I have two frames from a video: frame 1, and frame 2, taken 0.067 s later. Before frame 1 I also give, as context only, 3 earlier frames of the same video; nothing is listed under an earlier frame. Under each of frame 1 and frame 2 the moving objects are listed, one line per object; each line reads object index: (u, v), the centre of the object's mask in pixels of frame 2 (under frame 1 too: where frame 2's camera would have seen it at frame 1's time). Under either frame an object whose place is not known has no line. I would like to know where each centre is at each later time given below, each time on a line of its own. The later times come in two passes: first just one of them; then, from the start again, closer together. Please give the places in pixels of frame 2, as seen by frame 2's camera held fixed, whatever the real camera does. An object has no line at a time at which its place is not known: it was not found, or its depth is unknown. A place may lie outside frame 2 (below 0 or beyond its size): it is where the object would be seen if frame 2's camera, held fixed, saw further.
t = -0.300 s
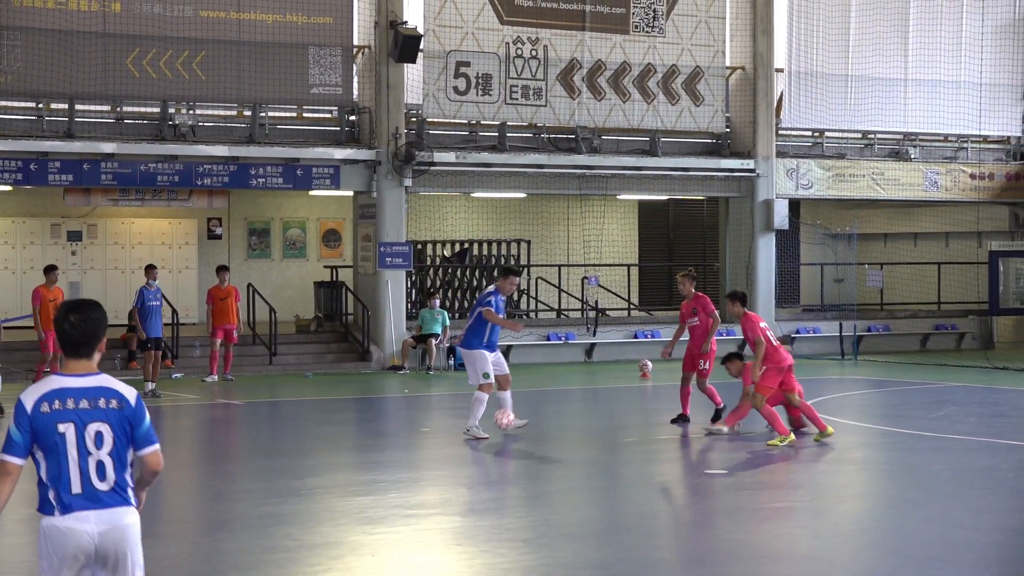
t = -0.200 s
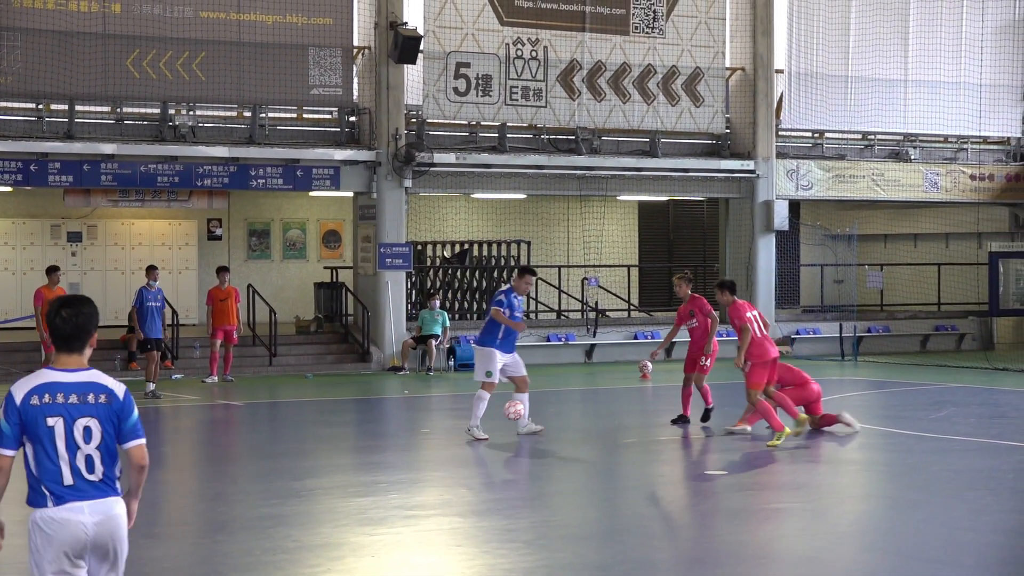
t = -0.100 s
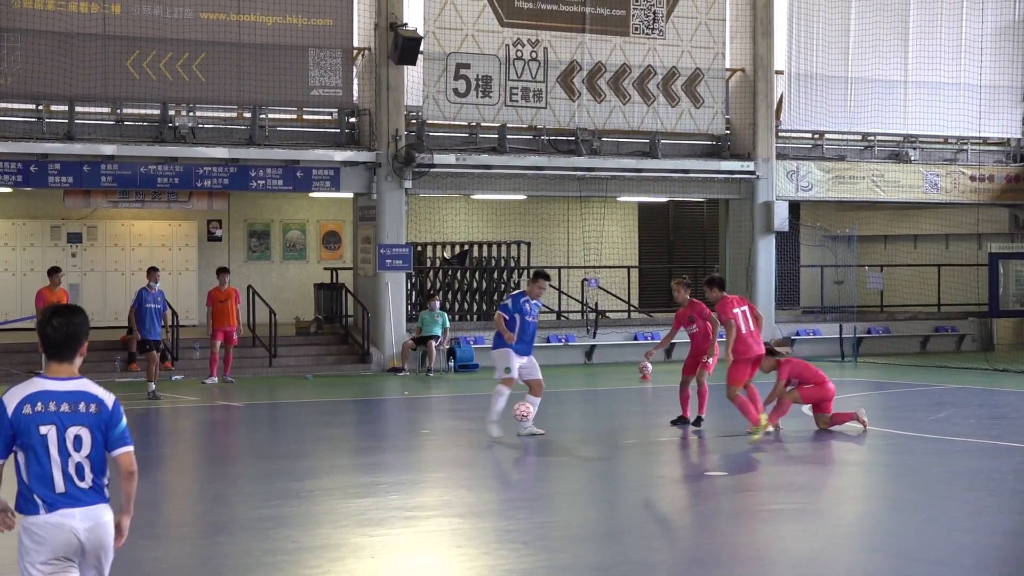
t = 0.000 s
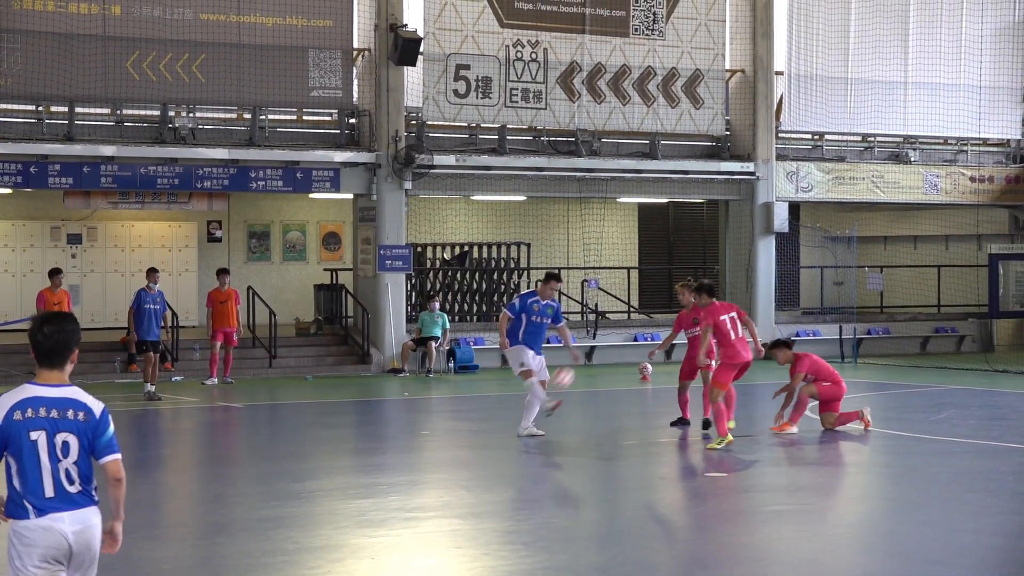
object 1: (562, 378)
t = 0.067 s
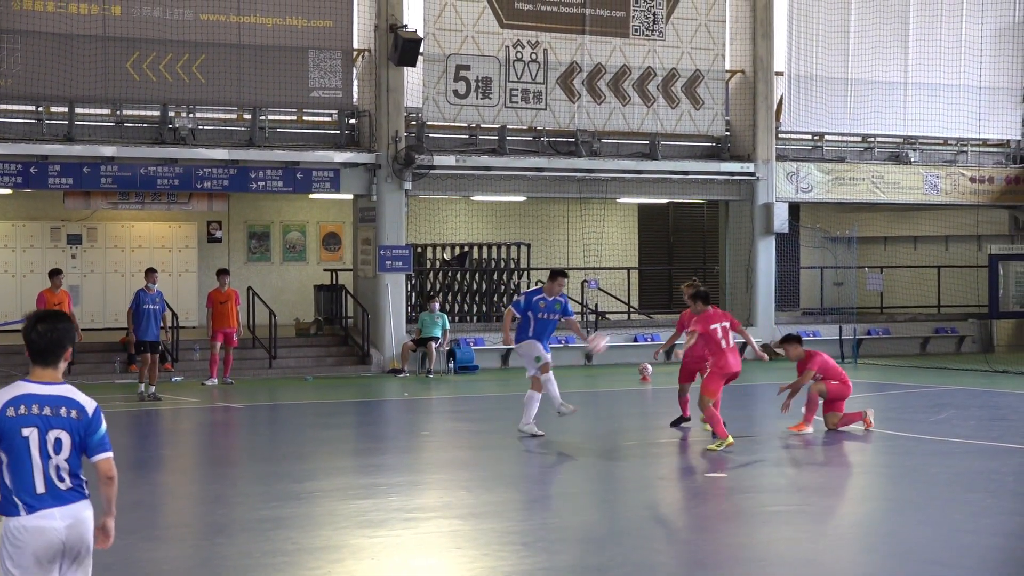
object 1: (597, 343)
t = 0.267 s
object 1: (698, 262)
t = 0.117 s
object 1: (624, 319)
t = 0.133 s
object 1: (633, 312)
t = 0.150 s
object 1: (641, 304)
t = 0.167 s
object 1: (649, 299)
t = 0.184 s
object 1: (657, 292)
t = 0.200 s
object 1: (666, 285)
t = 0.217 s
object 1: (674, 279)
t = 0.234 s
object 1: (682, 273)
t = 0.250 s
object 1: (691, 268)
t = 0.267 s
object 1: (698, 262)
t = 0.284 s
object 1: (706, 257)
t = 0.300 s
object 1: (713, 252)
